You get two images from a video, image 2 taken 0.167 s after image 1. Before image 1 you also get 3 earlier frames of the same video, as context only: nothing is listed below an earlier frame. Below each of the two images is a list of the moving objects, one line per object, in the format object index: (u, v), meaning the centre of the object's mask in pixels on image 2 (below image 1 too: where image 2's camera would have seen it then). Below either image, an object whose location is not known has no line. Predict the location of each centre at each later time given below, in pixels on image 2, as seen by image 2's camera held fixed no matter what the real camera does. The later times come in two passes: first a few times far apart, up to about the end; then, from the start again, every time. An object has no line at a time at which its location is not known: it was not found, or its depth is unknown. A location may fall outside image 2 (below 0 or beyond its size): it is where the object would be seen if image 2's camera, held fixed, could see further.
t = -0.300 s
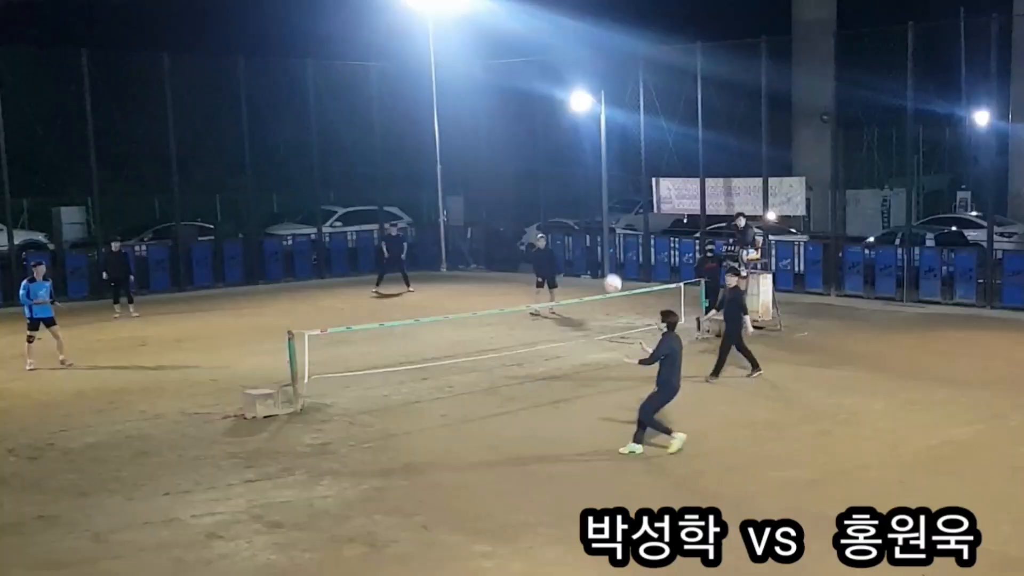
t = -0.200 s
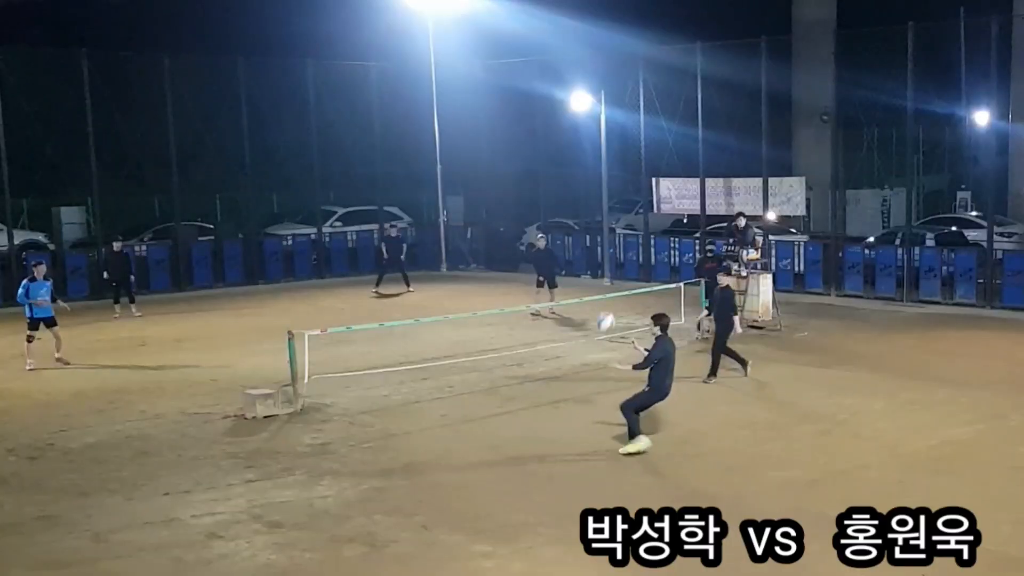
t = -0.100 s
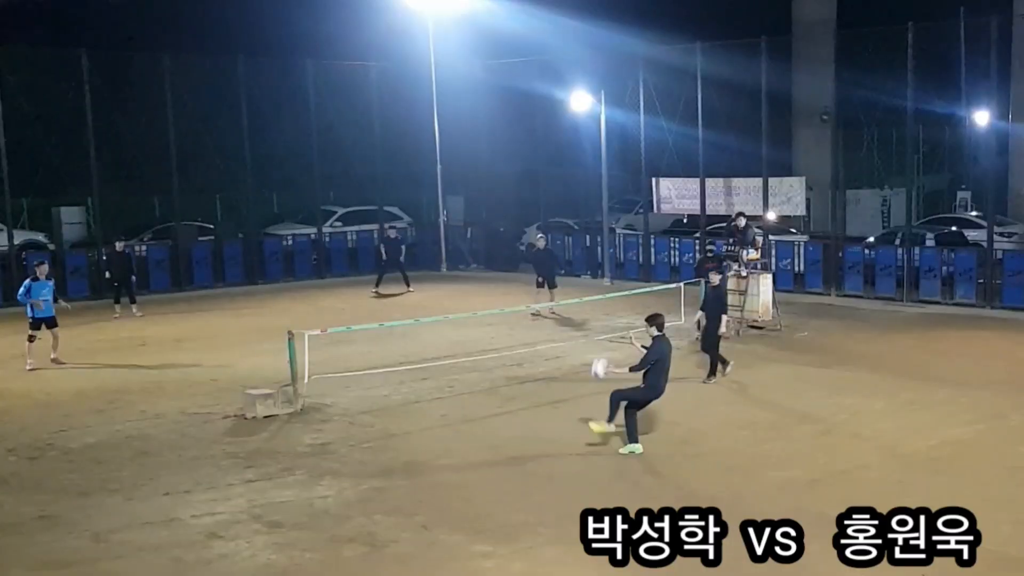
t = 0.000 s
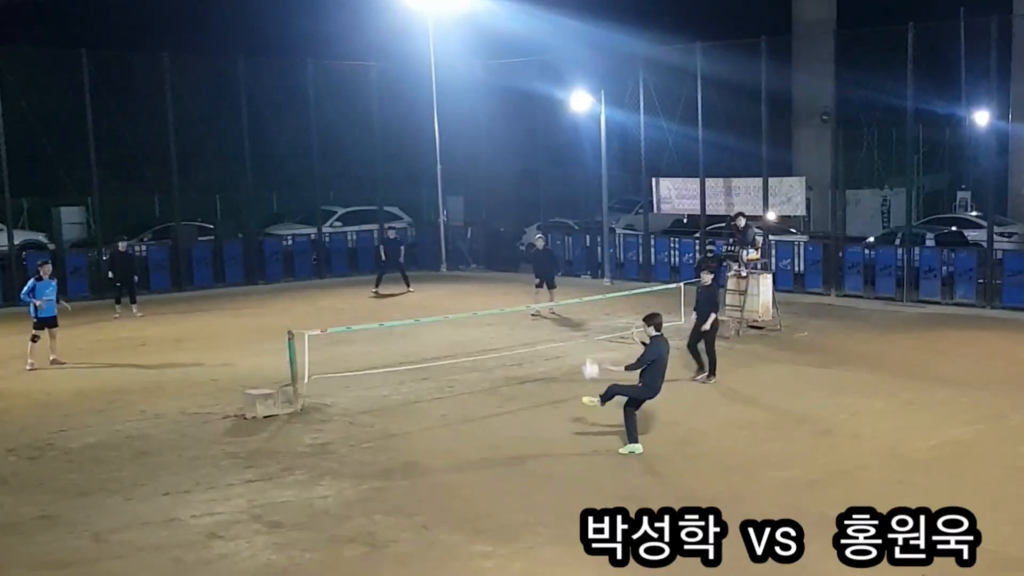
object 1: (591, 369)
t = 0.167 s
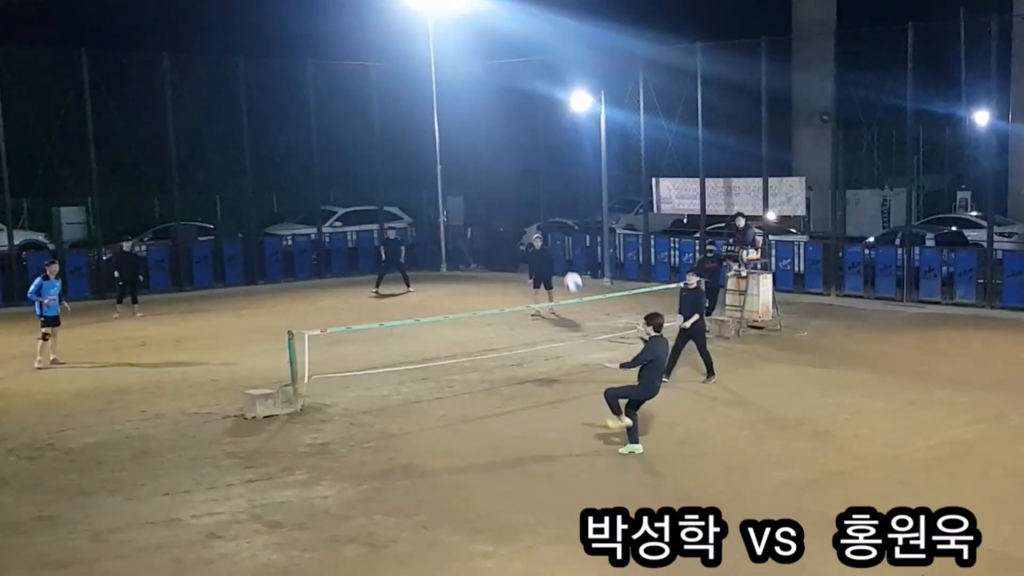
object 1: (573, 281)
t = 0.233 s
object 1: (566, 255)
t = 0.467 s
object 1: (544, 192)
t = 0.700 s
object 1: (526, 176)
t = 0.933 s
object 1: (510, 202)
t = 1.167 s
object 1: (497, 266)
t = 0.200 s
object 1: (570, 267)
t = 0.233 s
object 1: (566, 255)
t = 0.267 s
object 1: (563, 242)
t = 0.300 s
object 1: (559, 232)
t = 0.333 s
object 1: (556, 222)
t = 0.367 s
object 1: (553, 213)
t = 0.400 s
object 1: (550, 206)
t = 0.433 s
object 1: (547, 199)
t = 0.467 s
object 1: (544, 192)
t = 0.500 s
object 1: (541, 187)
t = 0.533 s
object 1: (539, 183)
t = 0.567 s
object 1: (536, 179)
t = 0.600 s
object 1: (533, 178)
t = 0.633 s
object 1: (531, 176)
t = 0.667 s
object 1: (528, 176)
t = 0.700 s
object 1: (526, 176)
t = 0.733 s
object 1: (523, 177)
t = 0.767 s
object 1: (521, 180)
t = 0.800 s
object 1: (518, 183)
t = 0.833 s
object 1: (516, 186)
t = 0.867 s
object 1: (514, 191)
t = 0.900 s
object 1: (512, 196)
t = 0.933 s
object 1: (510, 202)
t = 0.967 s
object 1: (508, 209)
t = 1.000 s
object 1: (506, 217)
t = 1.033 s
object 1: (504, 226)
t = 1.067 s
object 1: (502, 235)
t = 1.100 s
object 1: (500, 245)
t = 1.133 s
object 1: (499, 255)
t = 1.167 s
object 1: (497, 266)
